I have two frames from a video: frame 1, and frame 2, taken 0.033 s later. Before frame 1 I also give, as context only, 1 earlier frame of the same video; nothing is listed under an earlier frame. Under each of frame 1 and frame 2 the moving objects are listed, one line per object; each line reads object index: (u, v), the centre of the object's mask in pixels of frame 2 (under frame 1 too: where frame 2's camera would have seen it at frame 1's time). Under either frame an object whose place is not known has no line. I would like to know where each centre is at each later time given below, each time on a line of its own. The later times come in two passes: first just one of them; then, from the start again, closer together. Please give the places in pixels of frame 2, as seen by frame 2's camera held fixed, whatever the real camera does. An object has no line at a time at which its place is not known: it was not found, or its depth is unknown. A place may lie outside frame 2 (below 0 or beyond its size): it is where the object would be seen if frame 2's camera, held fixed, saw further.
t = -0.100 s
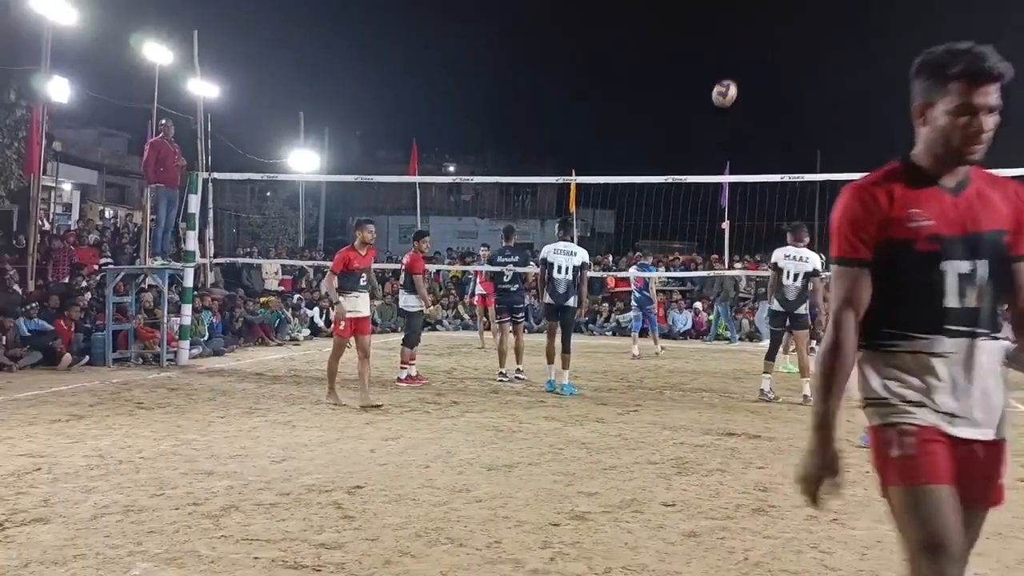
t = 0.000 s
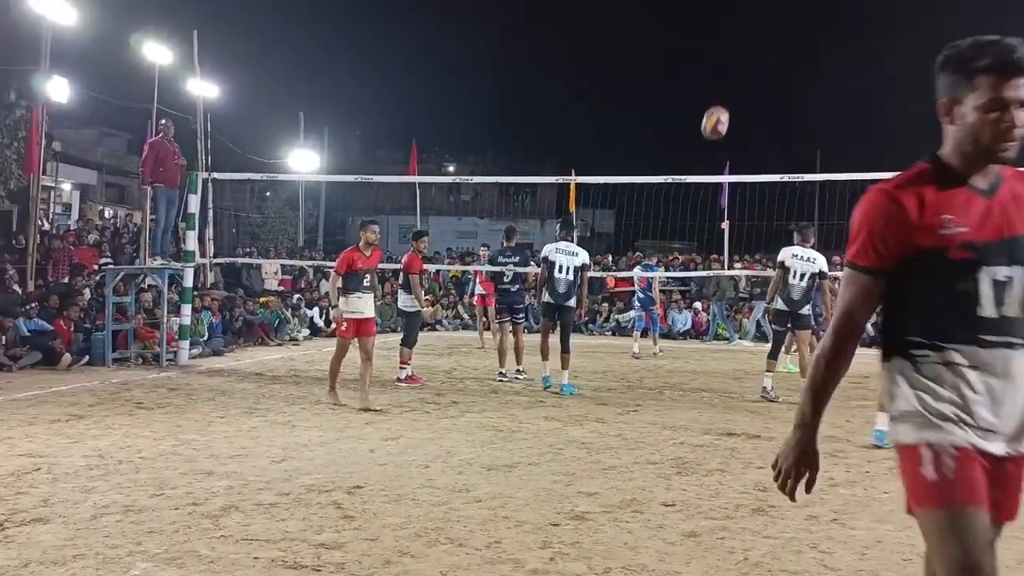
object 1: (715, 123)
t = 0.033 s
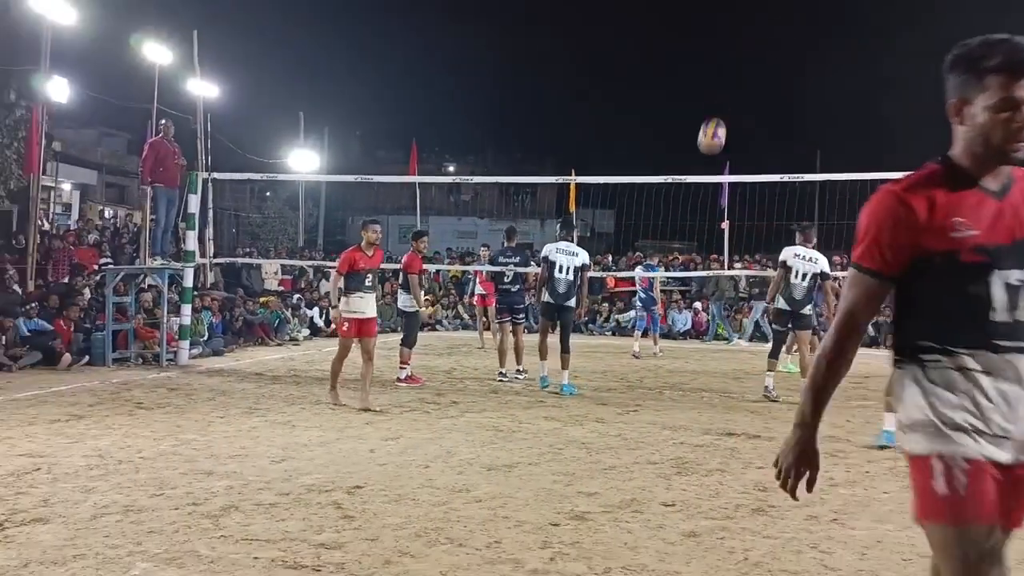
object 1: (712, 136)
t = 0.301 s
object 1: (678, 343)
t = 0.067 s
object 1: (709, 152)
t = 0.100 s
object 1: (705, 170)
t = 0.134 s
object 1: (701, 191)
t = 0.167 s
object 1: (697, 214)
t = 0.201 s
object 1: (693, 237)
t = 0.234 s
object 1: (690, 268)
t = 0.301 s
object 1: (678, 343)
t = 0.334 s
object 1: (674, 391)
